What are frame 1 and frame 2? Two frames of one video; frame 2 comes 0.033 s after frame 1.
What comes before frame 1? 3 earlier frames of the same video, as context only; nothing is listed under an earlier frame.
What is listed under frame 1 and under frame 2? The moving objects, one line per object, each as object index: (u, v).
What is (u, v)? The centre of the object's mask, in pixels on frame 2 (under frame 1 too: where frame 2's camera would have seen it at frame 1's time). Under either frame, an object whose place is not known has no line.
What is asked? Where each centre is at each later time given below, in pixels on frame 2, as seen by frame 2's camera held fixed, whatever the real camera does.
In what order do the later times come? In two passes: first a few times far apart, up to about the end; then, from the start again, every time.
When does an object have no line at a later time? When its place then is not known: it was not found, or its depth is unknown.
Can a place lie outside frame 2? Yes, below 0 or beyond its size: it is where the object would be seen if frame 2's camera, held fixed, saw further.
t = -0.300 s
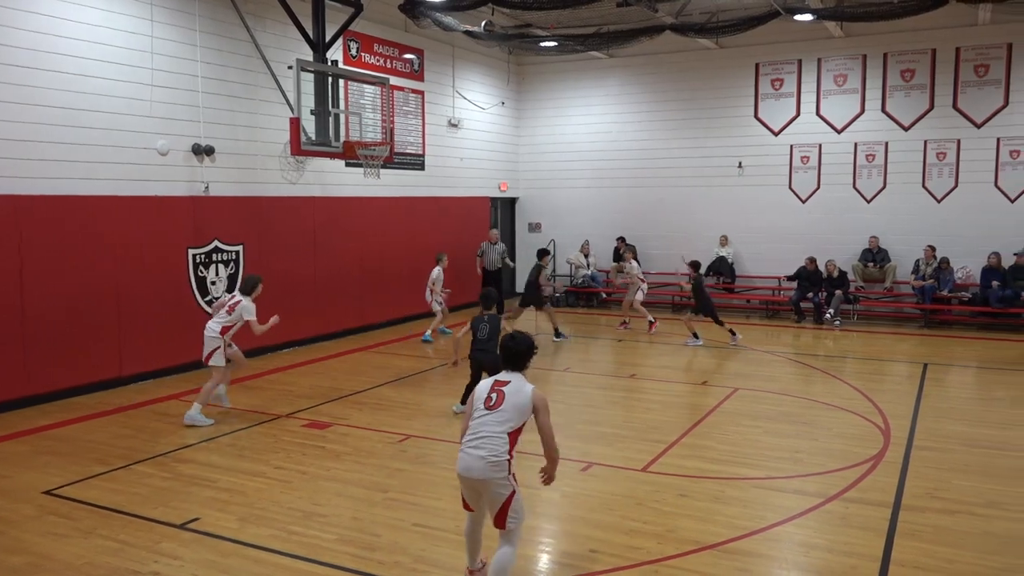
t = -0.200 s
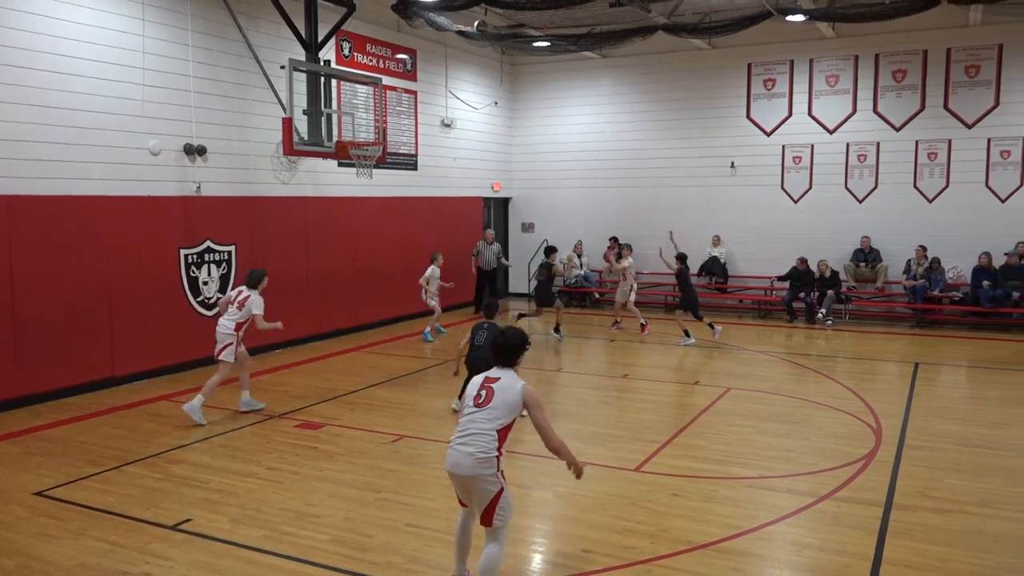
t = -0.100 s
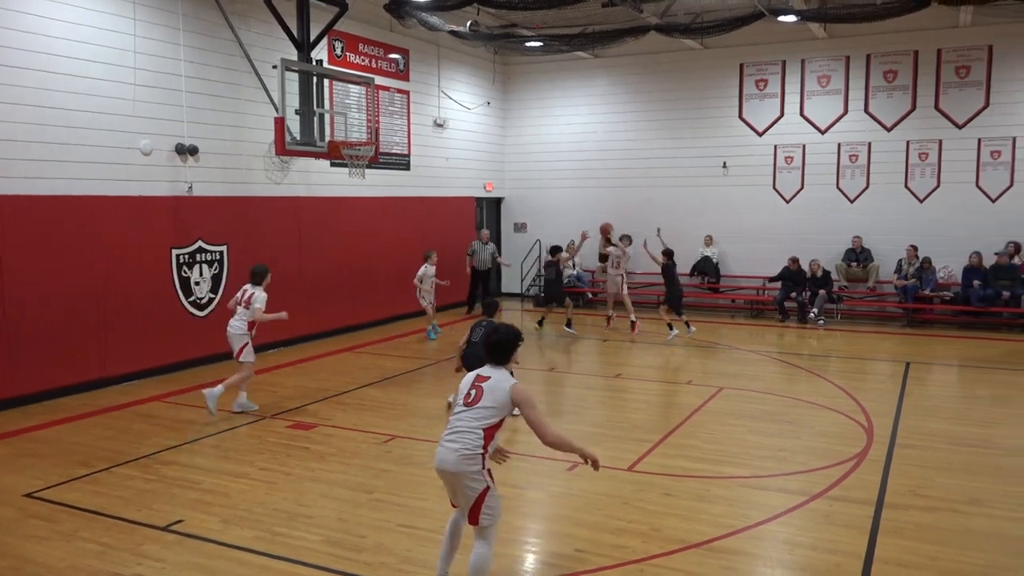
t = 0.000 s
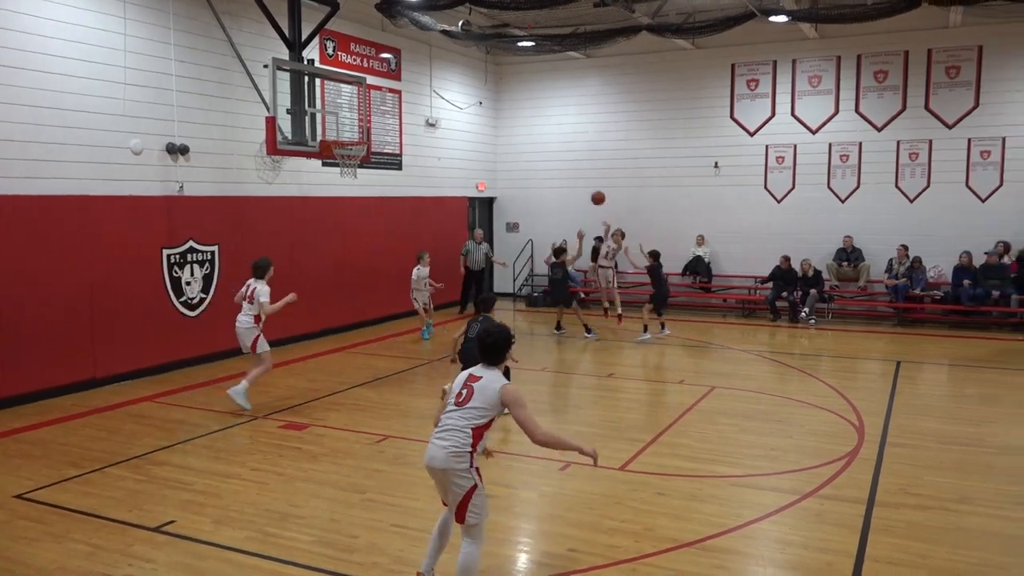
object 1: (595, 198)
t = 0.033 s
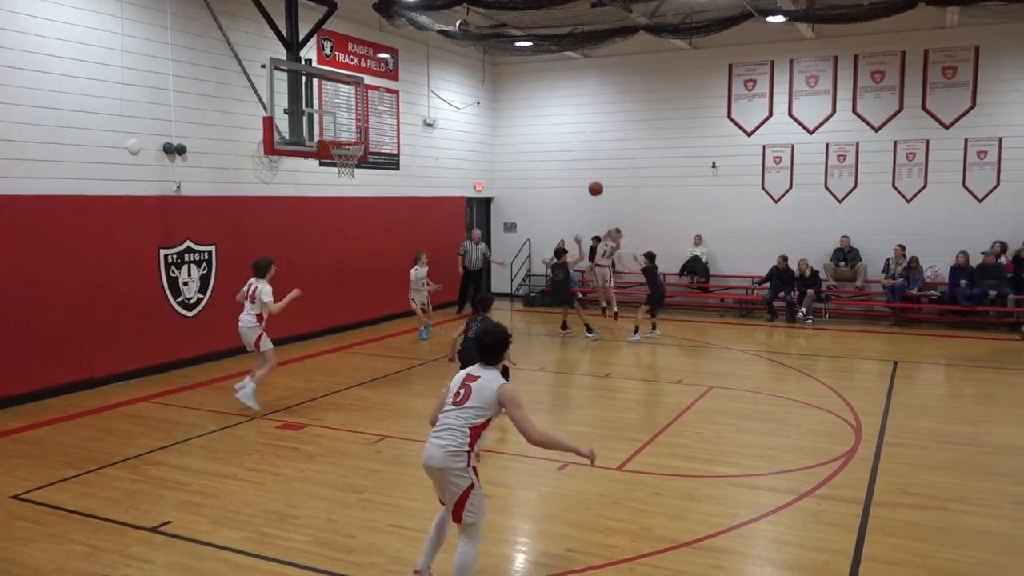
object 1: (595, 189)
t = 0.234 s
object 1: (596, 141)
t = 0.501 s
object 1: (596, 105)
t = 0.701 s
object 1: (596, 115)
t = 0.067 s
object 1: (595, 180)
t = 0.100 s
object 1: (596, 171)
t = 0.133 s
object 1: (596, 163)
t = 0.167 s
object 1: (596, 155)
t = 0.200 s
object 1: (596, 148)
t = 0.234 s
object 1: (596, 141)
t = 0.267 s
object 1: (596, 134)
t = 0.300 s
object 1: (596, 128)
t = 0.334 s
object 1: (596, 122)
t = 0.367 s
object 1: (596, 117)
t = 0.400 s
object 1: (596, 113)
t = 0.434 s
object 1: (596, 110)
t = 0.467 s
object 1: (596, 107)
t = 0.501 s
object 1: (596, 105)
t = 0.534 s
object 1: (596, 104)
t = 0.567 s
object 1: (597, 104)
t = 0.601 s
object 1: (596, 105)
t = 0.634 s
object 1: (597, 106)
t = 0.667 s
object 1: (596, 110)
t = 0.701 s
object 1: (596, 115)
